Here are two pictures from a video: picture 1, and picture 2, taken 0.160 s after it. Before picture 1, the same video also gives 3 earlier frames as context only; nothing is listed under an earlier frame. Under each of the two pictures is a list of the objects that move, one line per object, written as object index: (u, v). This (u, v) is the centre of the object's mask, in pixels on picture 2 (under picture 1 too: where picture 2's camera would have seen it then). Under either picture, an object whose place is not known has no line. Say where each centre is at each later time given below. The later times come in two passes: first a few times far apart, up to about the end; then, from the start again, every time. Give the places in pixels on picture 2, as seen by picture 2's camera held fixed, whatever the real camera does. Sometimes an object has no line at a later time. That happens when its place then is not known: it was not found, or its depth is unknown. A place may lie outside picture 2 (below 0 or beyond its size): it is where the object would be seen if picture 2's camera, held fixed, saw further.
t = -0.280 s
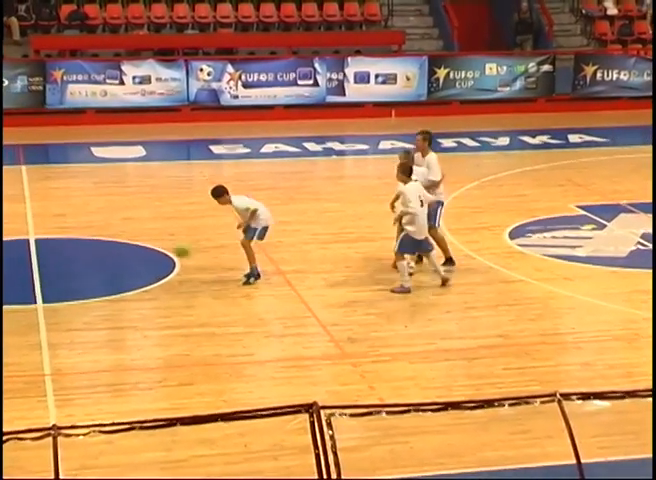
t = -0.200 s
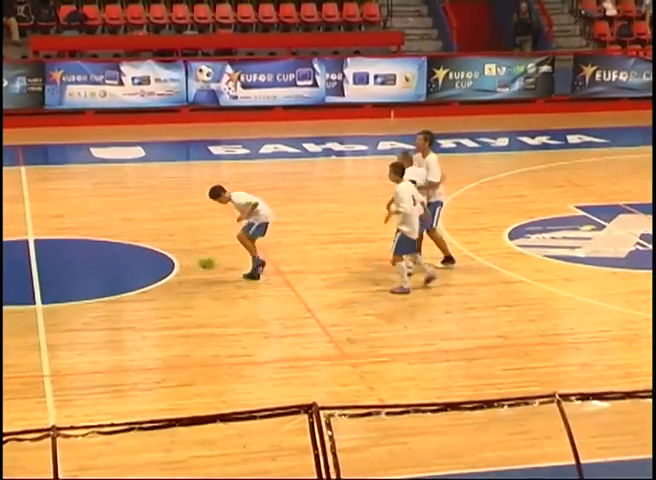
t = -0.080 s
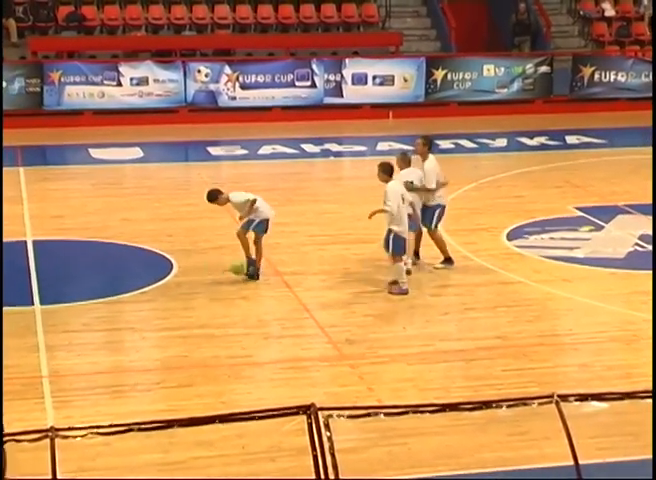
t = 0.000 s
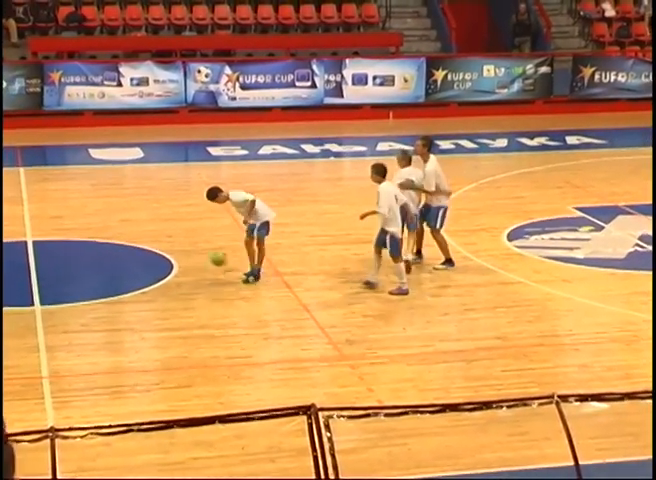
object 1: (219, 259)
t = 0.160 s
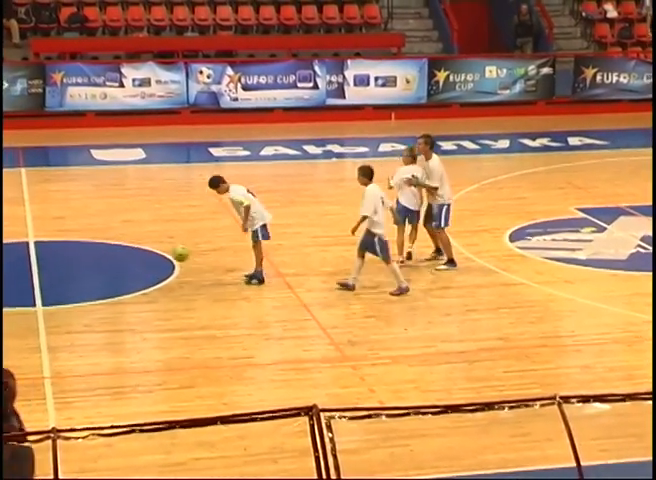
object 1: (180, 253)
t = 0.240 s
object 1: (160, 259)
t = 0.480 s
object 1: (112, 267)
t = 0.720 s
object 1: (78, 270)
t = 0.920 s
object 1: (61, 269)
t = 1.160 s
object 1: (48, 275)
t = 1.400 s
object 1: (43, 276)
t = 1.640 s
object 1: (37, 276)
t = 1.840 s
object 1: (31, 276)
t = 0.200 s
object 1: (169, 256)
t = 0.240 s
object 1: (160, 259)
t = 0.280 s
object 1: (151, 262)
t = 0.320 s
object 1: (141, 266)
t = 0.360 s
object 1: (131, 273)
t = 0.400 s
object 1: (123, 276)
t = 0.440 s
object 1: (117, 270)
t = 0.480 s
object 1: (112, 267)
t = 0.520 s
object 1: (106, 265)
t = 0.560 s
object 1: (100, 264)
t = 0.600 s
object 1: (94, 263)
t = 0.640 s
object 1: (89, 264)
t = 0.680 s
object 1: (83, 267)
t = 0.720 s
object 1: (78, 270)
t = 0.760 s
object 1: (73, 275)
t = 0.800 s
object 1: (68, 277)
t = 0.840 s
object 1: (66, 273)
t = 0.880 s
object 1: (63, 270)
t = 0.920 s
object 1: (61, 269)
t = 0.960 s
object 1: (58, 269)
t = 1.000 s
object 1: (56, 269)
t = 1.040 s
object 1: (54, 272)
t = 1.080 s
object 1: (51, 277)
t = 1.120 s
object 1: (49, 277)
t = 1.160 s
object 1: (48, 275)
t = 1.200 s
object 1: (47, 273)
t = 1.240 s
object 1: (46, 272)
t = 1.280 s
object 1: (46, 272)
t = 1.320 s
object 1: (45, 273)
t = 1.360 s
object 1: (44, 276)
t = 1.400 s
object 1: (43, 276)
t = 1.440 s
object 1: (42, 274)
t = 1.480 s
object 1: (41, 273)
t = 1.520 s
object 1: (40, 273)
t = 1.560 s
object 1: (39, 275)
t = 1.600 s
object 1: (38, 278)
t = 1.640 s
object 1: (37, 276)
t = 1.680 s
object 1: (36, 275)
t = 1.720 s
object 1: (35, 275)
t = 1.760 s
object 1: (34, 277)
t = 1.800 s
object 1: (33, 278)
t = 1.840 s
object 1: (31, 276)
